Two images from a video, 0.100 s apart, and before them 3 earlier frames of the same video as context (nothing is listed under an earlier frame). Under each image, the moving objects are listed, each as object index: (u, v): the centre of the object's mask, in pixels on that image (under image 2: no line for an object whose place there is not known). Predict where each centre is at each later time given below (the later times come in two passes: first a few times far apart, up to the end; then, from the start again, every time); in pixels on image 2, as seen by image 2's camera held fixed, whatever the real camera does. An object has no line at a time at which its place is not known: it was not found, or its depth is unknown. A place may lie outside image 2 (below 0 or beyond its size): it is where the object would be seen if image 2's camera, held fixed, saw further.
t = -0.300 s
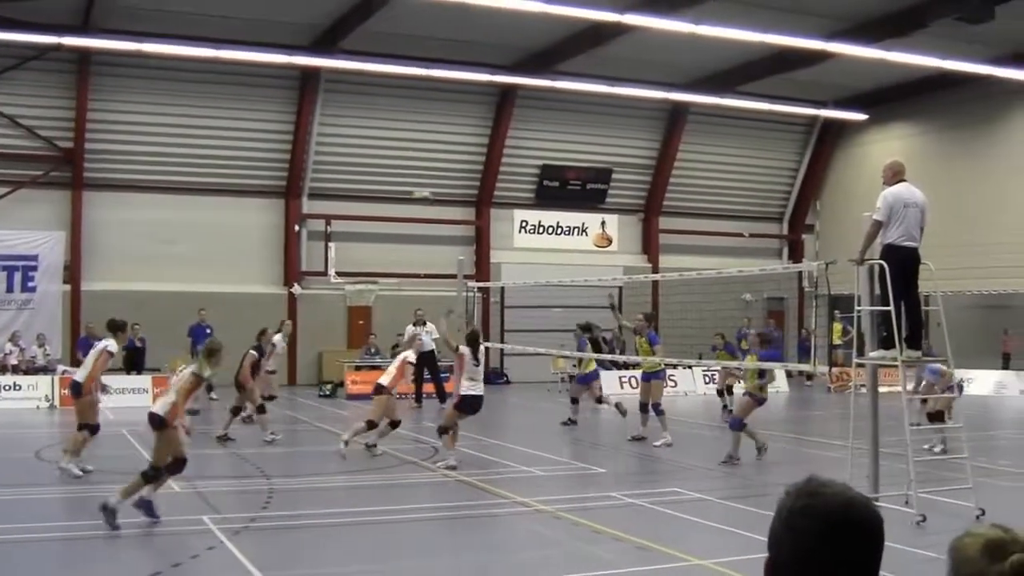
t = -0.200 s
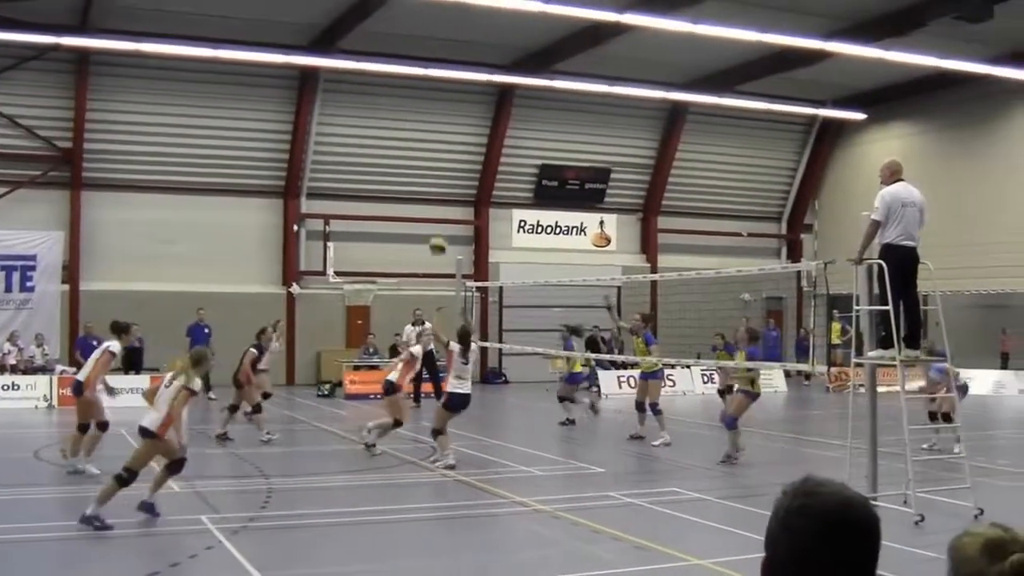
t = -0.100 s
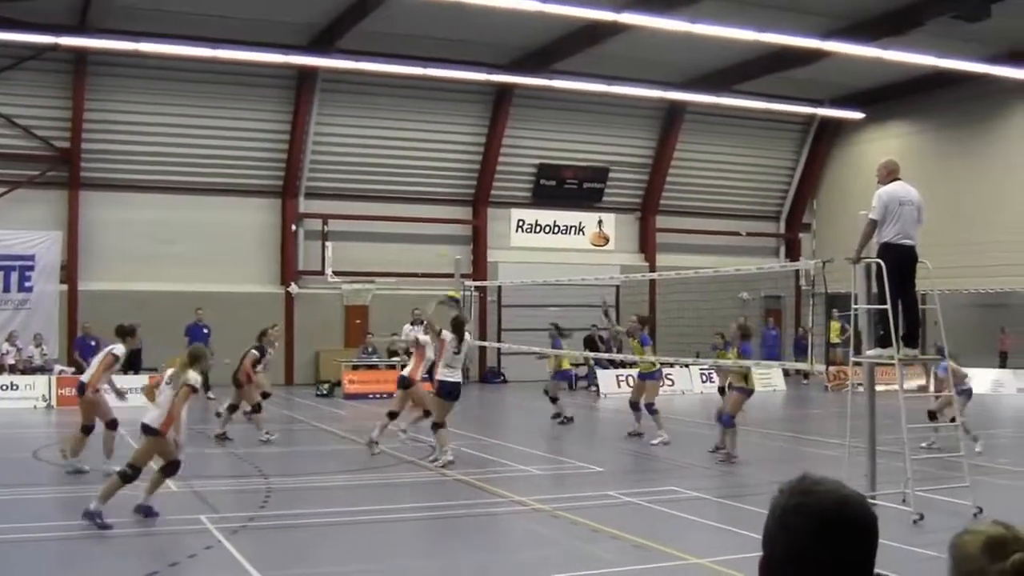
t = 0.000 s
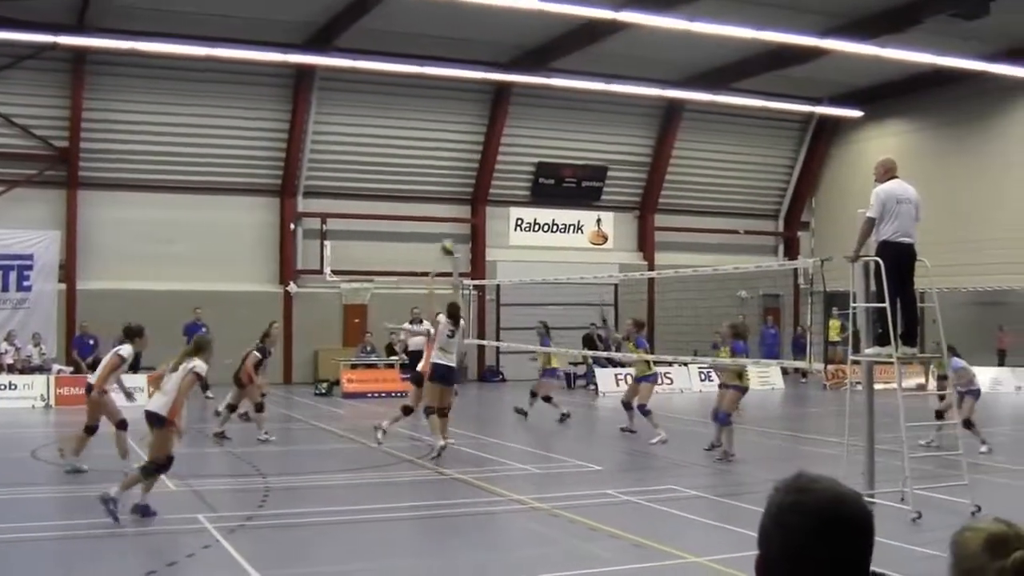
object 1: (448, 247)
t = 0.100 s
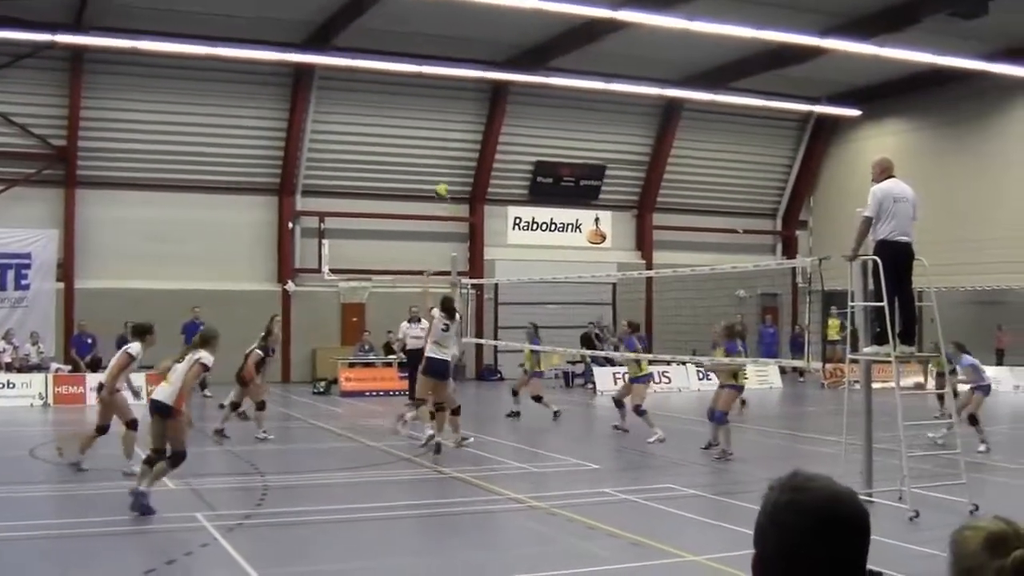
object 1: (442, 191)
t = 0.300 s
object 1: (435, 119)
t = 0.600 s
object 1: (421, 79)
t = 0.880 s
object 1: (406, 96)
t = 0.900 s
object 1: (406, 101)
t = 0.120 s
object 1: (441, 181)
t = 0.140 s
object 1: (441, 173)
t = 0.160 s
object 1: (440, 165)
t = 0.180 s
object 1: (438, 157)
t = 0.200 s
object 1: (438, 149)
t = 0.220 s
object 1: (438, 143)
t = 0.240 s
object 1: (437, 137)
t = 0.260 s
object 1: (436, 130)
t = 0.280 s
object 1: (435, 125)
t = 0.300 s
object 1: (435, 119)
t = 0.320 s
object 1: (434, 114)
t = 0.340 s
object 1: (432, 109)
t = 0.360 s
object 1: (432, 103)
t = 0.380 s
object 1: (431, 100)
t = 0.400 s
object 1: (430, 97)
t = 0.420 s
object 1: (429, 94)
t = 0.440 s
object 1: (428, 90)
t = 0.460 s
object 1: (427, 88)
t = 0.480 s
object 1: (427, 84)
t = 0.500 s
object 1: (426, 83)
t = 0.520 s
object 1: (424, 81)
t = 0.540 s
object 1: (424, 80)
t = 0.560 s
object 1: (423, 80)
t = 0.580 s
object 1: (422, 80)
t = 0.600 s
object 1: (421, 79)
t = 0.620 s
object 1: (420, 78)
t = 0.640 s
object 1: (419, 78)
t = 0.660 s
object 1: (419, 78)
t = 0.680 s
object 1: (418, 78)
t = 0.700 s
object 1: (417, 79)
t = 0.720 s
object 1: (416, 81)
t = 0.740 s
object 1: (415, 81)
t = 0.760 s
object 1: (414, 81)
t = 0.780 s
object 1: (414, 83)
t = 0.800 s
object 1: (412, 86)
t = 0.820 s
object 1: (411, 89)
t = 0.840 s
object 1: (409, 91)
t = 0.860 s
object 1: (408, 94)
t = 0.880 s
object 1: (406, 96)
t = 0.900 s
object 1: (406, 101)
